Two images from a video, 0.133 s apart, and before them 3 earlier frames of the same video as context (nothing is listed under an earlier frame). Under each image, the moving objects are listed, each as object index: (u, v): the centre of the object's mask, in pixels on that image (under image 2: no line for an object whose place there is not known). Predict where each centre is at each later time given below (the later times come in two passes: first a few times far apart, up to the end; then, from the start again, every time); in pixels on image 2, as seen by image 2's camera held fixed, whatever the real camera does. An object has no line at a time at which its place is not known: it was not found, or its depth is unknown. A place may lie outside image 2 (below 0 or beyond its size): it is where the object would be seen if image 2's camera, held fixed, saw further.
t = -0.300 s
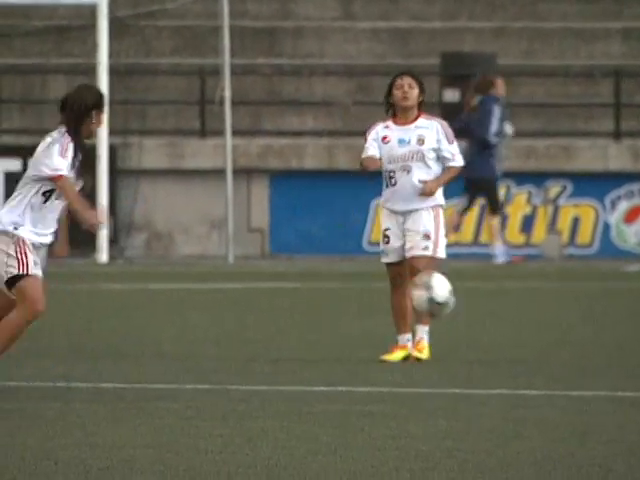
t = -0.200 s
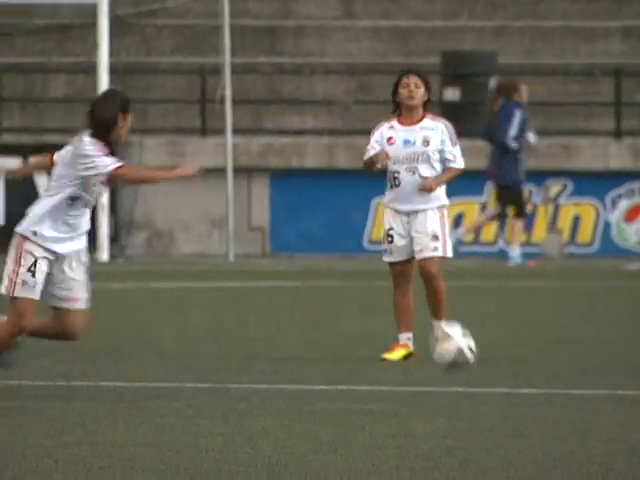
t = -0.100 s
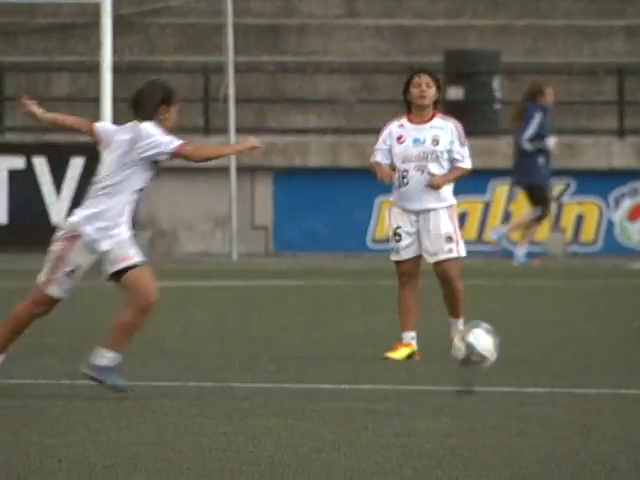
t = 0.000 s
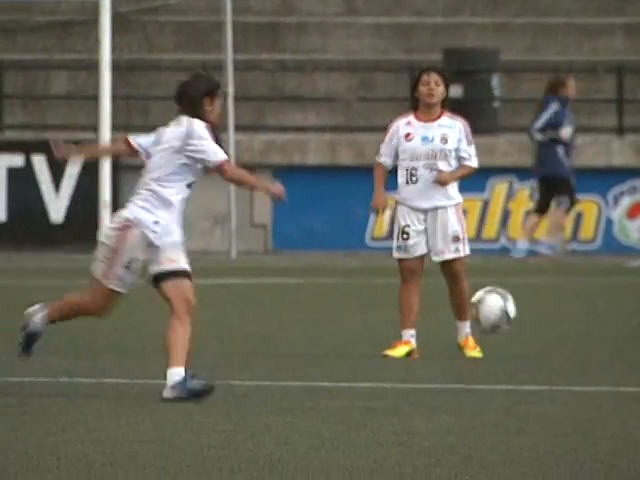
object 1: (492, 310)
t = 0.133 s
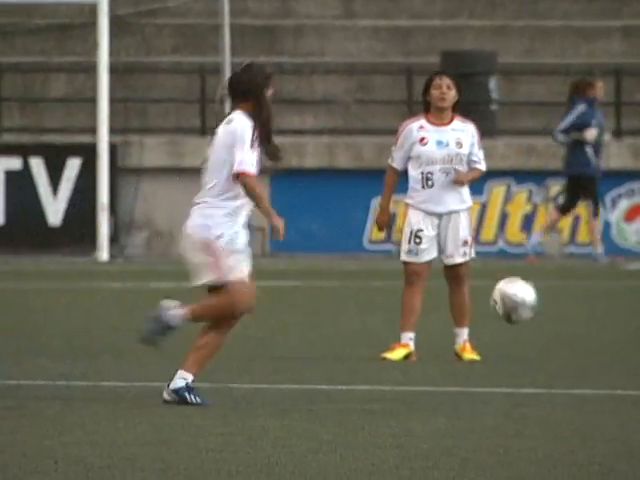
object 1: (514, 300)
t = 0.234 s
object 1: (533, 313)
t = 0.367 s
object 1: (561, 365)
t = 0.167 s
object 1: (521, 302)
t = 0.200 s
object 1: (527, 306)
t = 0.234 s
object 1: (533, 313)
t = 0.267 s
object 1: (539, 322)
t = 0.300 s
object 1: (546, 334)
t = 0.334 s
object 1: (552, 350)
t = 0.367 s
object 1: (561, 365)
